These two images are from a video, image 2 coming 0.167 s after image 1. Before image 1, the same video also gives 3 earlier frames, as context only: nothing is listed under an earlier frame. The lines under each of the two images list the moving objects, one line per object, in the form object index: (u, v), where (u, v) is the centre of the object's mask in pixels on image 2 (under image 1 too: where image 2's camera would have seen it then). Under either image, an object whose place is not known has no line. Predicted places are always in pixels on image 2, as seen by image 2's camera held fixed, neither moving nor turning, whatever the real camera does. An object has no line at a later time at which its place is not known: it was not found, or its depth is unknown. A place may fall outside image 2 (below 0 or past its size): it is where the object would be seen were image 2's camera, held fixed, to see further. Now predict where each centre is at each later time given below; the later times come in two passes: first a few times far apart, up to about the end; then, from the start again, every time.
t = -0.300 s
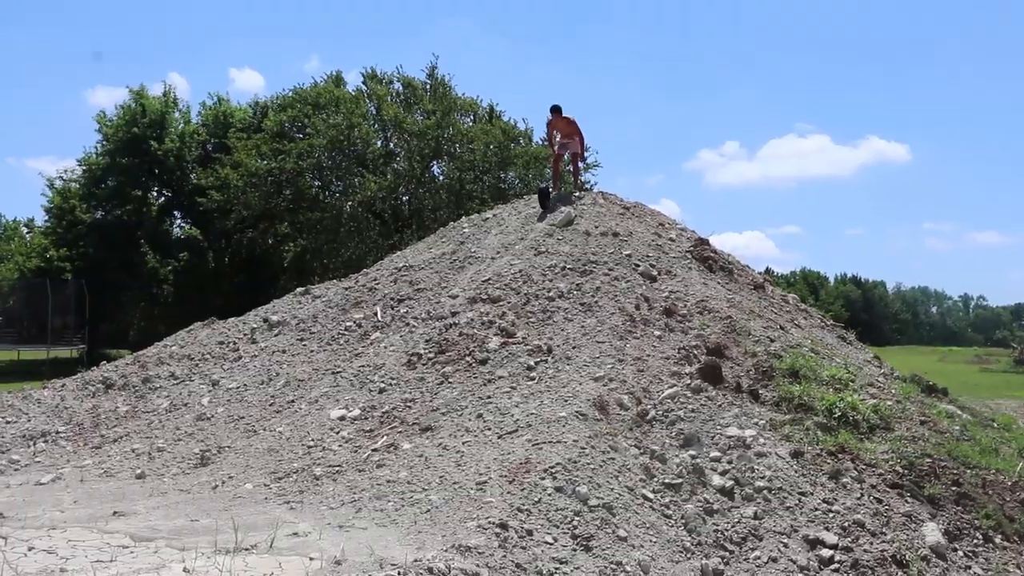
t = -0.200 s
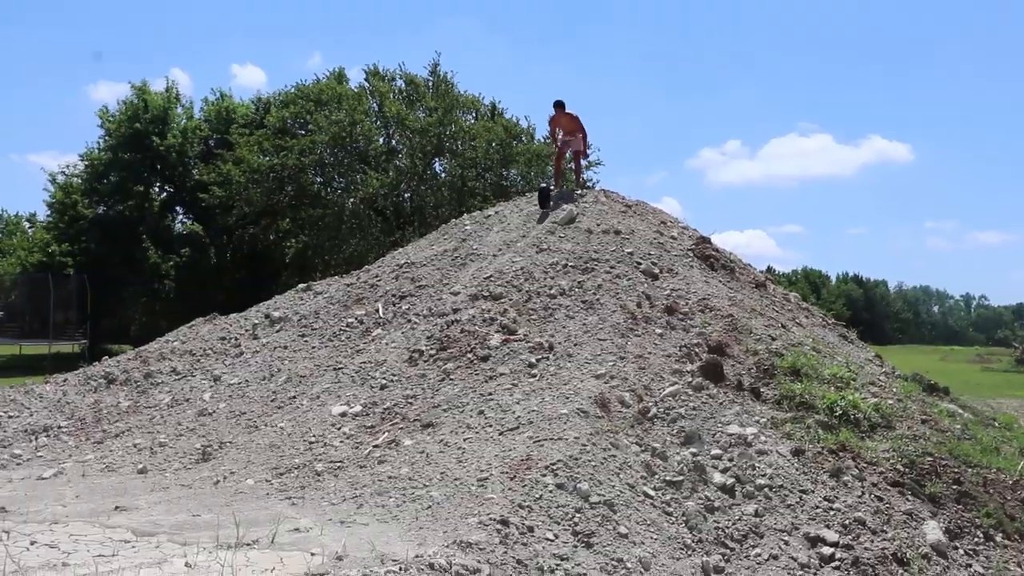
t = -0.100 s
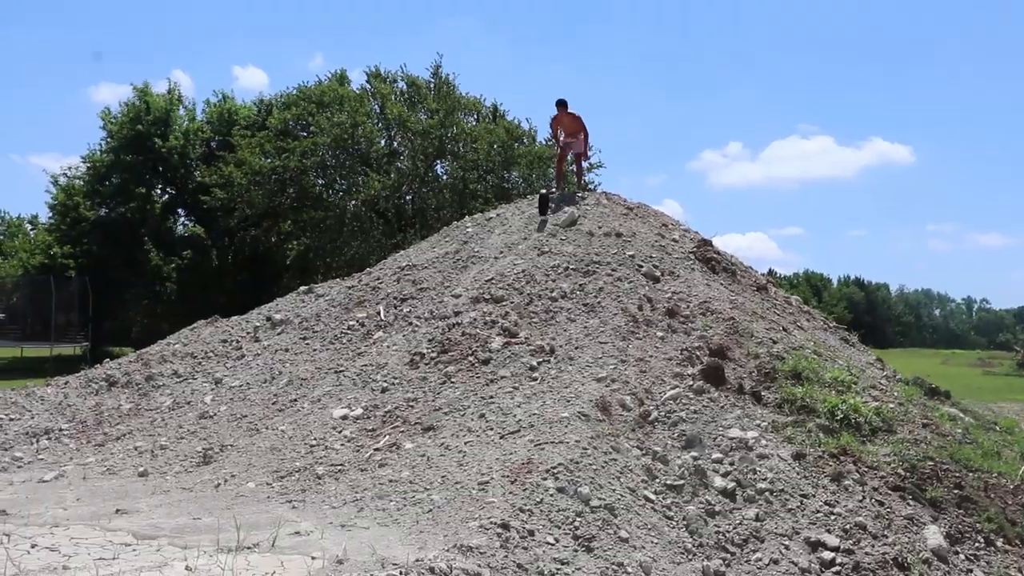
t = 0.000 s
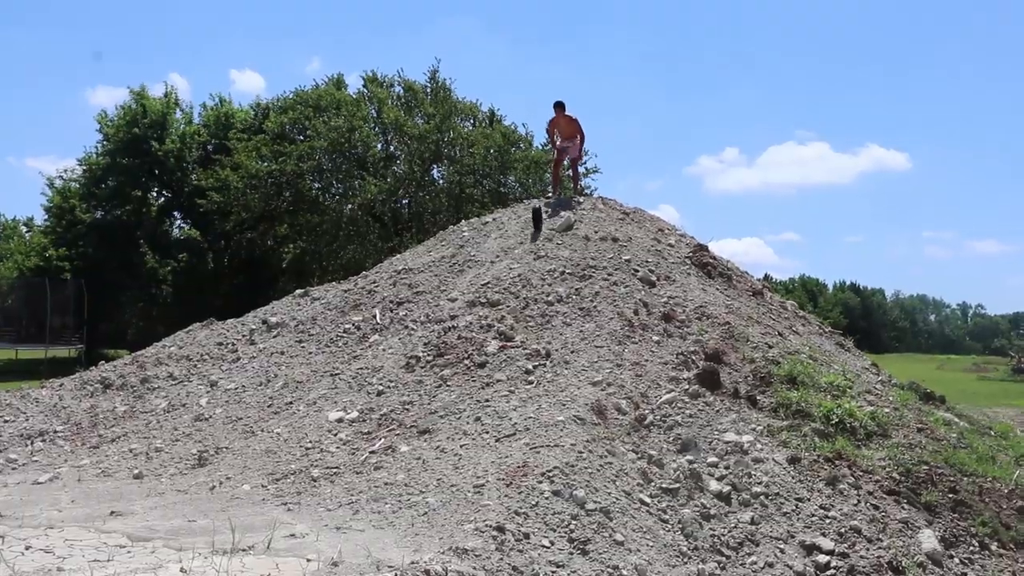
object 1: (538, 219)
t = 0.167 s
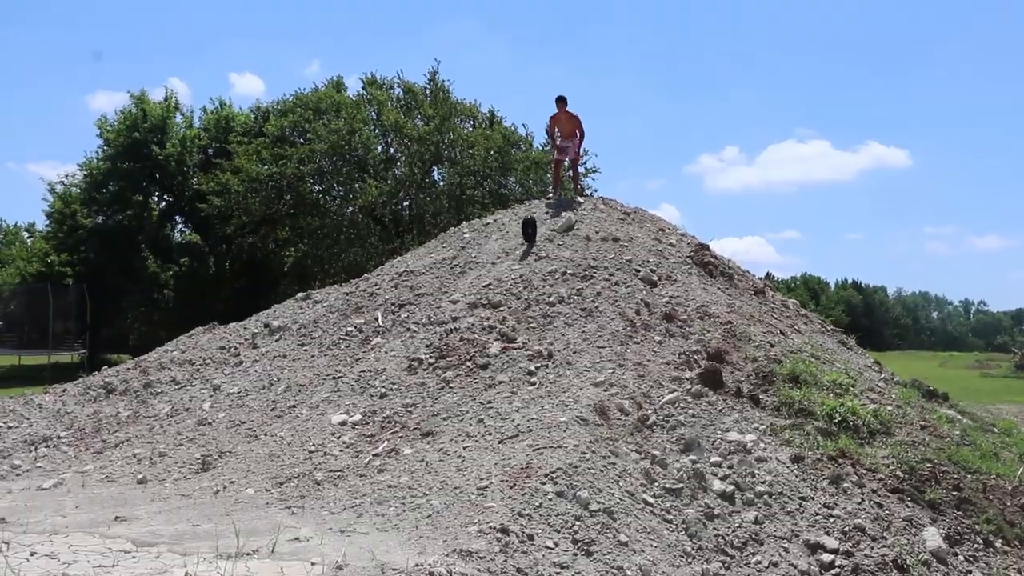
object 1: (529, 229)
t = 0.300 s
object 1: (520, 240)
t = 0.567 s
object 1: (496, 245)
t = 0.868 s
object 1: (461, 297)
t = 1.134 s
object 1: (414, 319)
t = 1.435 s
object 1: (347, 392)
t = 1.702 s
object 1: (279, 405)
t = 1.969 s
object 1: (189, 487)
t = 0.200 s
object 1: (527, 232)
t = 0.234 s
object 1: (525, 233)
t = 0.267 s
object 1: (522, 236)
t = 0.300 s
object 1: (520, 240)
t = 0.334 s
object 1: (518, 245)
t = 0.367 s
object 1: (516, 249)
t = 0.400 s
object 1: (513, 246)
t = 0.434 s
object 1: (509, 244)
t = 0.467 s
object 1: (506, 243)
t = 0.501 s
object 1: (503, 243)
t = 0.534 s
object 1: (499, 243)
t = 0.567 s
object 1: (496, 245)
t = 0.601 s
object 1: (492, 246)
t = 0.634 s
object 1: (489, 250)
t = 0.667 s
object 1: (485, 254)
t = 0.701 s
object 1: (481, 259)
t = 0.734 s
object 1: (478, 264)
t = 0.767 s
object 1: (473, 271)
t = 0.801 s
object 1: (469, 278)
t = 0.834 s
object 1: (465, 288)
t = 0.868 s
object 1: (461, 297)
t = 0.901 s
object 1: (457, 308)
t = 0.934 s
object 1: (451, 310)
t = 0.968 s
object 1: (445, 308)
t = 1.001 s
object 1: (439, 309)
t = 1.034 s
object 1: (433, 310)
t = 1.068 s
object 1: (427, 312)
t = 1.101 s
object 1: (421, 315)
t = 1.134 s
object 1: (414, 319)
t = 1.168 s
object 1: (407, 323)
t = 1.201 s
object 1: (401, 329)
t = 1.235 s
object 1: (394, 336)
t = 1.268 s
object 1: (387, 344)
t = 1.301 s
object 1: (379, 354)
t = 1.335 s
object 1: (371, 364)
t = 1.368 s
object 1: (363, 376)
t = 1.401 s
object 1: (355, 390)
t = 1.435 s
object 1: (347, 392)
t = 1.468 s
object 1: (339, 390)
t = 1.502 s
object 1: (331, 389)
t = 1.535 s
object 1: (323, 389)
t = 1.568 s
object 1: (316, 390)
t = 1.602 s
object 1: (308, 392)
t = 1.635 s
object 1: (299, 395)
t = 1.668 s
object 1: (289, 399)
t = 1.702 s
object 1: (279, 405)
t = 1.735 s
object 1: (270, 412)
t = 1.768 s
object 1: (260, 421)
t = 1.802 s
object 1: (248, 431)
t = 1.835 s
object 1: (237, 443)
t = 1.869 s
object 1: (226, 456)
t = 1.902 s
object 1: (214, 472)
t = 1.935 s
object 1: (201, 488)
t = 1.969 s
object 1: (189, 487)
